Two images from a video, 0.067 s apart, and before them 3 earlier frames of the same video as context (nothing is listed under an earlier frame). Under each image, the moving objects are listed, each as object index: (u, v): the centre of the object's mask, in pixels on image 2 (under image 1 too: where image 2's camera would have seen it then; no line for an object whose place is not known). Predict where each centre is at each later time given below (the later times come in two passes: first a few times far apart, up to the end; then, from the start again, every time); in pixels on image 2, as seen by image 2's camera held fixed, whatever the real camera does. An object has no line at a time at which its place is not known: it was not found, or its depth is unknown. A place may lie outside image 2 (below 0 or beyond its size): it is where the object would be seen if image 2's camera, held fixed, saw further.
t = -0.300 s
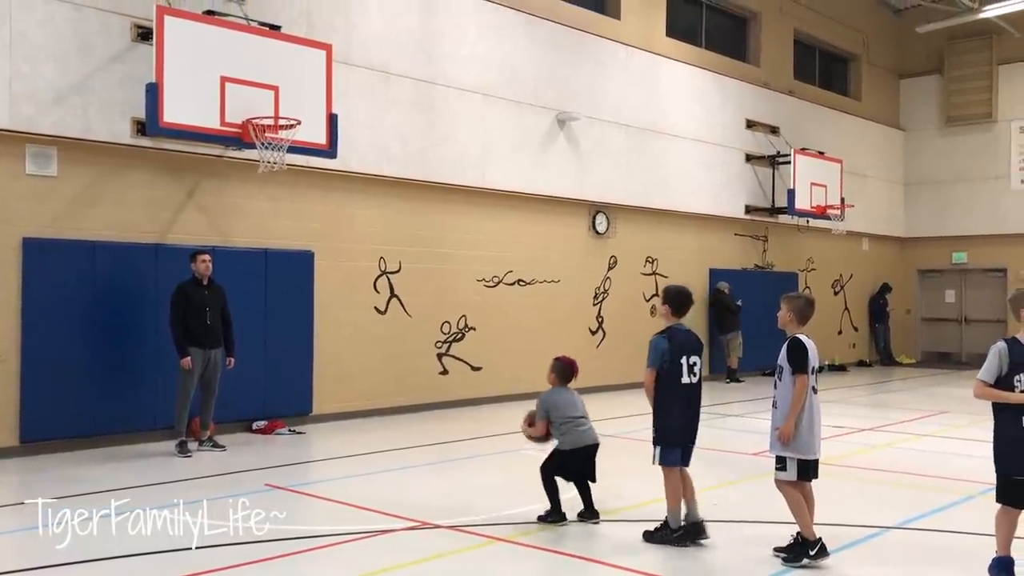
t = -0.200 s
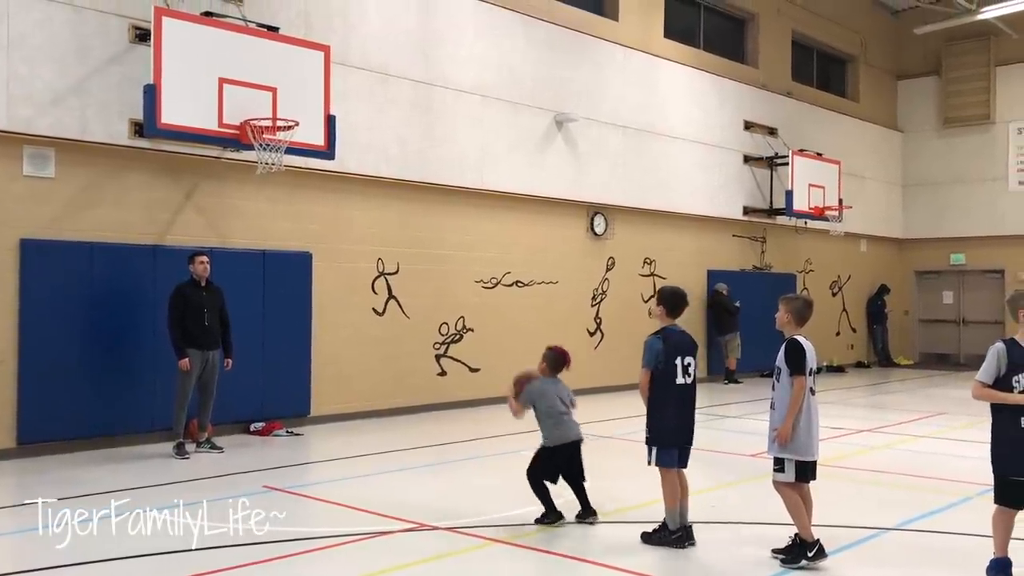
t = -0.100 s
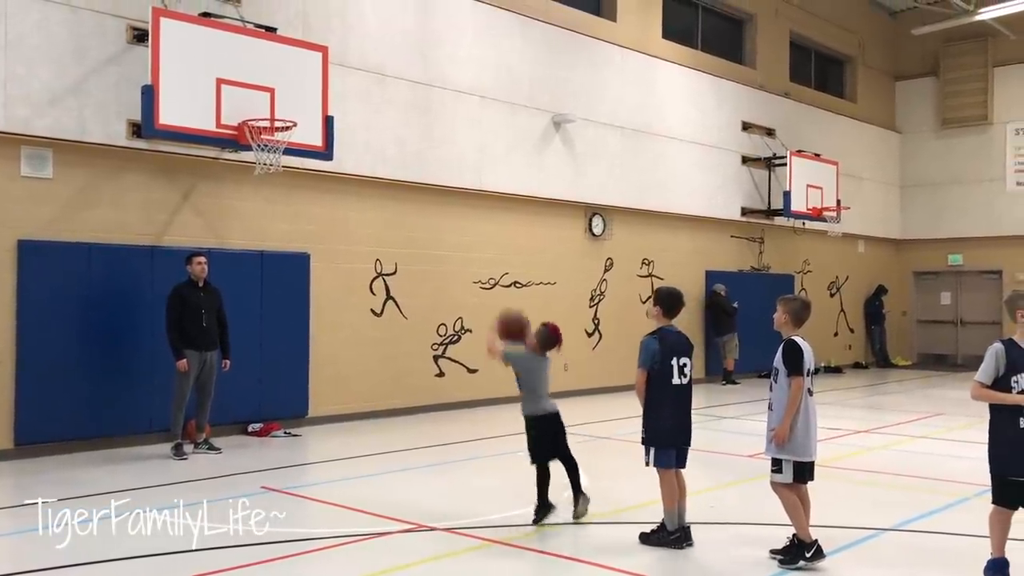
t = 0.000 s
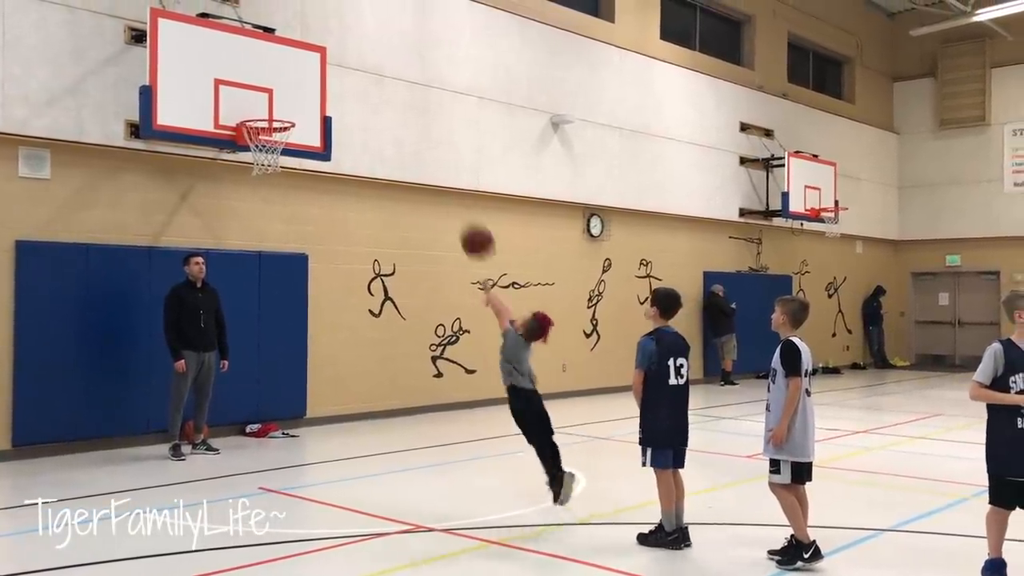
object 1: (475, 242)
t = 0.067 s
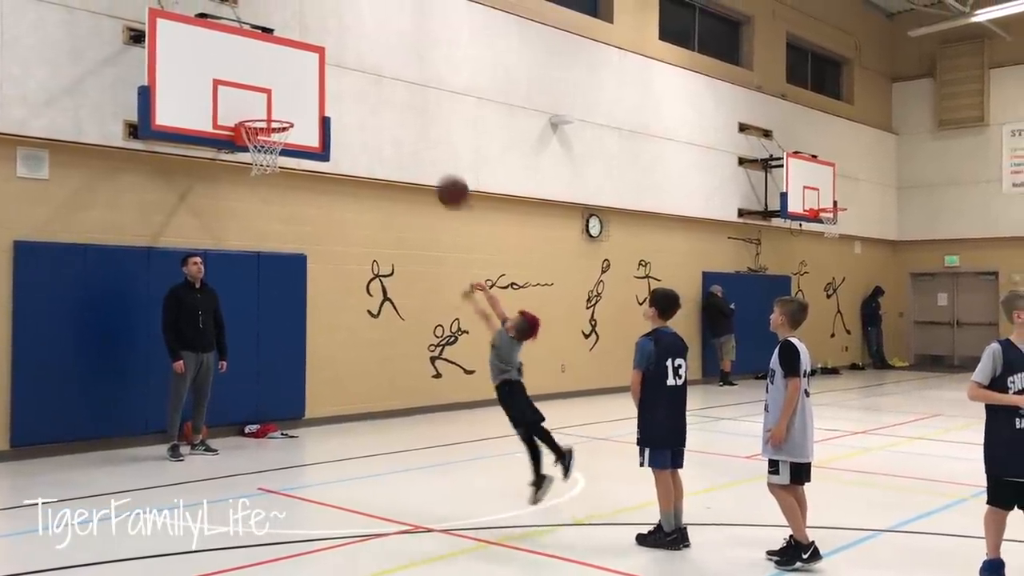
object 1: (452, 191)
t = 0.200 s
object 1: (410, 117)
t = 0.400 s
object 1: (352, 57)
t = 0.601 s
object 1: (302, 50)
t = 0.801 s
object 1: (258, 88)
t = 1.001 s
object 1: (241, 85)
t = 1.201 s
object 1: (253, 73)
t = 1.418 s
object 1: (266, 107)
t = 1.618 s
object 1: (272, 169)
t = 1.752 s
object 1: (270, 215)
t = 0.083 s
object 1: (447, 180)
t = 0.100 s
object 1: (441, 170)
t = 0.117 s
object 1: (436, 160)
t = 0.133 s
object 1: (431, 150)
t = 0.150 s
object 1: (425, 141)
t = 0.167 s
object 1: (420, 133)
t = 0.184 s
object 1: (415, 124)
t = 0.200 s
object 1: (410, 117)
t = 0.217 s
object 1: (405, 109)
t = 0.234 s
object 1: (400, 102)
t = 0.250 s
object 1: (395, 96)
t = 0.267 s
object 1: (390, 90)
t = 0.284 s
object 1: (385, 84)
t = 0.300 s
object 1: (380, 79)
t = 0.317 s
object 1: (375, 74)
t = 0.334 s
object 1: (371, 70)
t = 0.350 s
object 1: (366, 66)
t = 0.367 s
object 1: (361, 63)
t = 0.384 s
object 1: (357, 60)
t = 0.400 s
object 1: (352, 57)
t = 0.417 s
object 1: (348, 54)
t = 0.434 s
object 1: (343, 52)
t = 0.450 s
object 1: (339, 51)
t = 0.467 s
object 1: (335, 49)
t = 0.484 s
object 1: (331, 48)
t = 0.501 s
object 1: (327, 48)
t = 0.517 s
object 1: (322, 47)
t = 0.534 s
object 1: (318, 47)
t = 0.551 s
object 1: (314, 47)
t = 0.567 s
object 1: (310, 48)
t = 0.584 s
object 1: (306, 49)
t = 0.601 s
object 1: (302, 50)
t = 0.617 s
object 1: (298, 52)
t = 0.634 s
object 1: (294, 54)
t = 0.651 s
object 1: (290, 56)
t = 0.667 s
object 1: (287, 57)
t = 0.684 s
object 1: (283, 61)
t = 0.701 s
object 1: (279, 64)
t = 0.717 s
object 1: (276, 67)
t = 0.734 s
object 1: (272, 71)
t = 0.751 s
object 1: (269, 75)
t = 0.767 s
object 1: (265, 79)
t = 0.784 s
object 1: (262, 84)
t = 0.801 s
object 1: (258, 88)
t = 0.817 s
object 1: (256, 93)
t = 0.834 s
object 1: (251, 99)
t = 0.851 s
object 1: (248, 105)
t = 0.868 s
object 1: (244, 110)
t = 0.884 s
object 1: (242, 111)
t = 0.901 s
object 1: (242, 108)
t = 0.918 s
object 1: (241, 103)
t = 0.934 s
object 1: (240, 99)
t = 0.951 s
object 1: (240, 95)
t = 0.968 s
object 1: (239, 91)
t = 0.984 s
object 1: (240, 88)
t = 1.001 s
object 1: (241, 85)
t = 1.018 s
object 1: (242, 82)
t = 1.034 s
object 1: (243, 80)
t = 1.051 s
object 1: (245, 78)
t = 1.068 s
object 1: (245, 76)
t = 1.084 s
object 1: (246, 75)
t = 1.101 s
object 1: (247, 74)
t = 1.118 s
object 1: (248, 73)
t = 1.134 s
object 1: (249, 72)
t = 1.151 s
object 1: (250, 72)
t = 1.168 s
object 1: (251, 72)
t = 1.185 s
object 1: (252, 72)
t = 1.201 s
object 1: (253, 73)
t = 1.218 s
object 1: (255, 74)
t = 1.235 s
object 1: (255, 74)
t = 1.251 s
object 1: (256, 76)
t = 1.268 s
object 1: (258, 78)
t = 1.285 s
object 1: (258, 80)
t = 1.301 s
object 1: (260, 83)
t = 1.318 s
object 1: (260, 85)
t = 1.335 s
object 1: (261, 88)
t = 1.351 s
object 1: (262, 92)
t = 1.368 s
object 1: (264, 95)
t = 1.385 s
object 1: (264, 99)
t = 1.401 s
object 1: (265, 103)
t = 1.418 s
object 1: (266, 107)
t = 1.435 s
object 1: (267, 111)
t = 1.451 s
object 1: (268, 116)
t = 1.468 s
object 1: (269, 123)
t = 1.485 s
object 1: (270, 129)
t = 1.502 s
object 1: (272, 136)
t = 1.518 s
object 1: (273, 142)
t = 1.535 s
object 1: (273, 147)
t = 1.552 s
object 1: (272, 152)
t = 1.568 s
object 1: (273, 154)
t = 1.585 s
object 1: (272, 157)
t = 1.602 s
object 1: (272, 167)
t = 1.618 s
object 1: (272, 169)
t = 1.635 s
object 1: (272, 173)
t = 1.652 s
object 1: (271, 178)
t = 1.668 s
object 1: (271, 184)
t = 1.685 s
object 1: (271, 190)
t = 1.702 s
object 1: (271, 195)
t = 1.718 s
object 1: (271, 202)
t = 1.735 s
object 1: (270, 208)
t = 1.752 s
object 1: (270, 215)
